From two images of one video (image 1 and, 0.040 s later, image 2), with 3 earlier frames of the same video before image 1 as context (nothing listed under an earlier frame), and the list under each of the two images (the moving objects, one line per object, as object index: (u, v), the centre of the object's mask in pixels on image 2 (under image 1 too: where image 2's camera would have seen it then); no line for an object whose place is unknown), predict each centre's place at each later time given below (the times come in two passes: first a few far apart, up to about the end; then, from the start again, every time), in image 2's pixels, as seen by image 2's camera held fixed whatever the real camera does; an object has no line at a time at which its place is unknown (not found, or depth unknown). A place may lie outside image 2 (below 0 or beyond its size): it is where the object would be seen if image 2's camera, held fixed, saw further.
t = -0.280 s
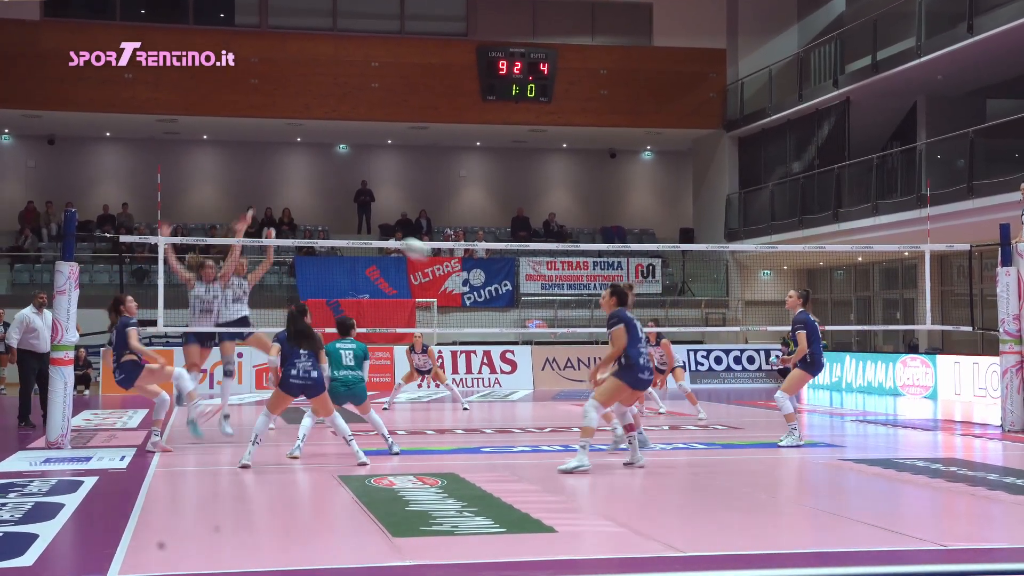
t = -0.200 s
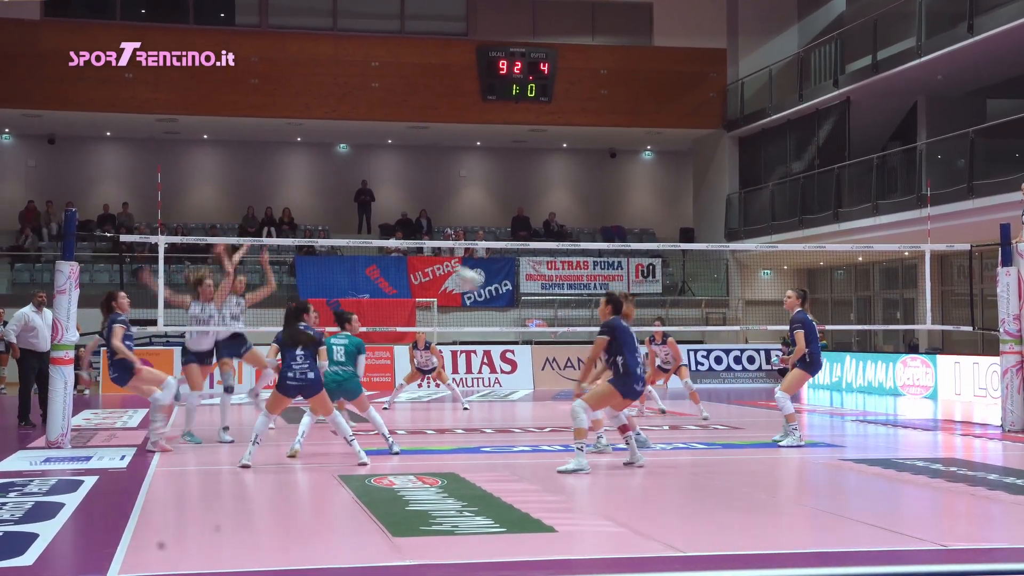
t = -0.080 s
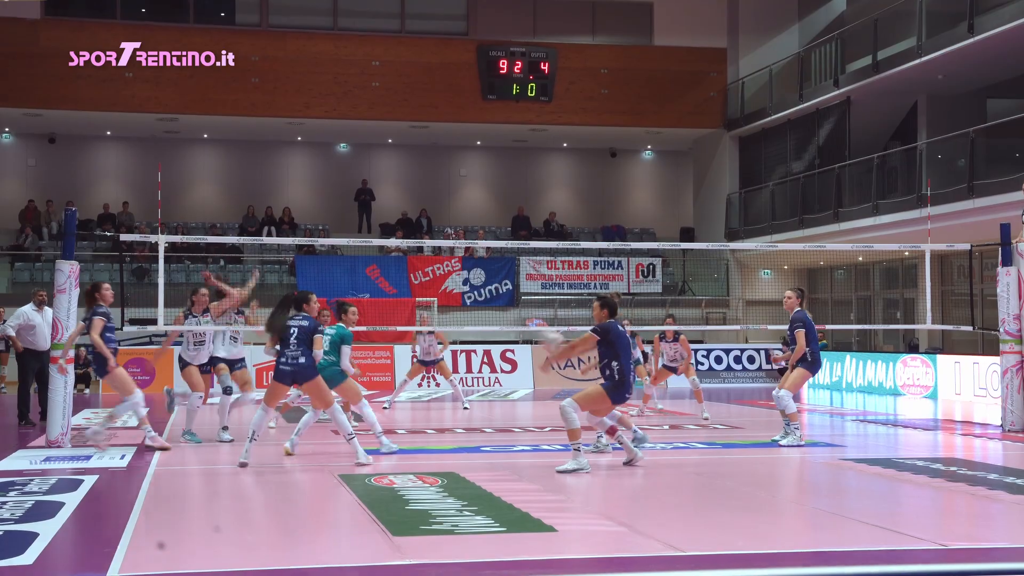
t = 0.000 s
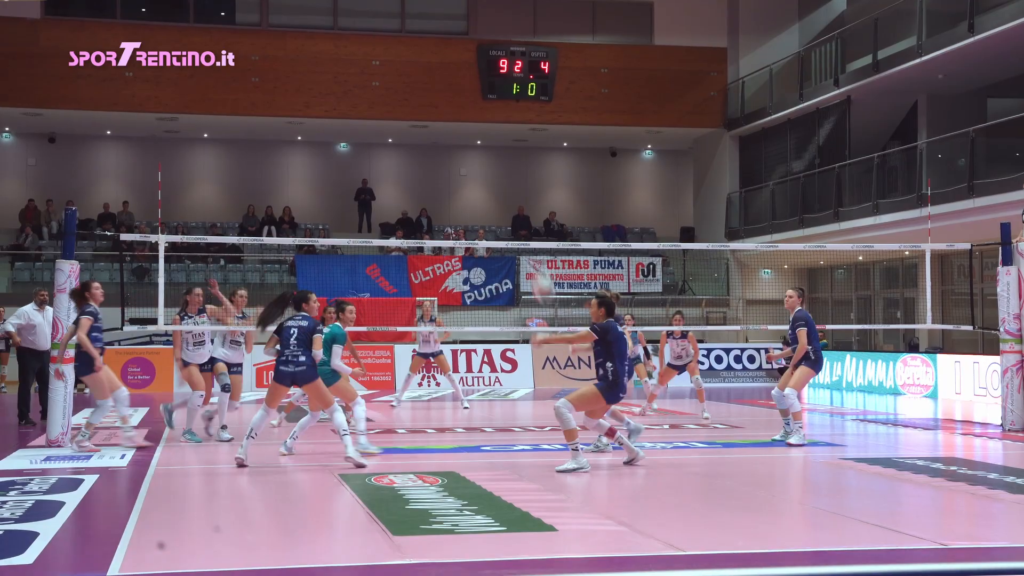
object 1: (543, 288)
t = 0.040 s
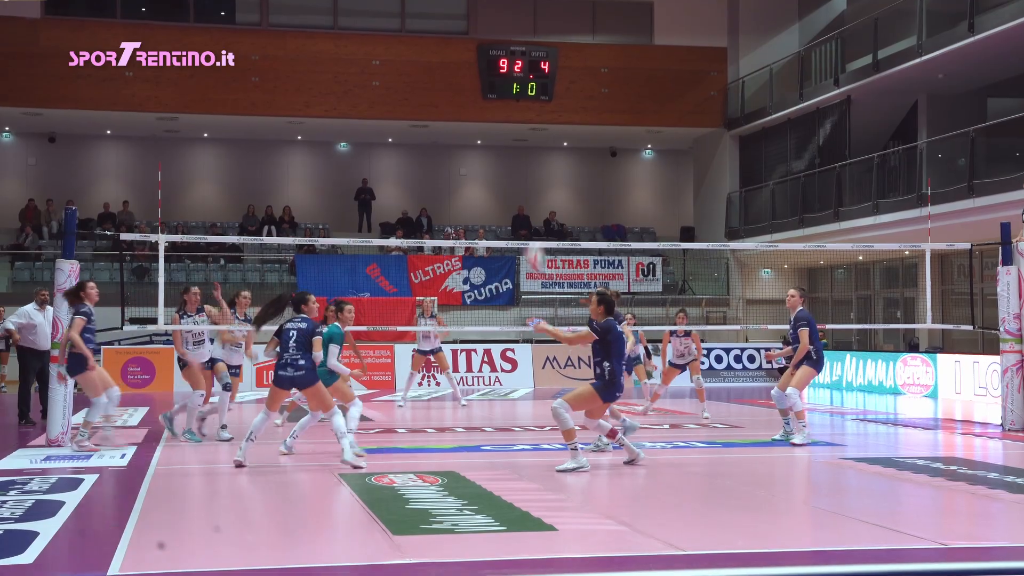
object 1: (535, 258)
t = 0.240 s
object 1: (499, 140)
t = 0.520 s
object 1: (455, 49)
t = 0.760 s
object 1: (419, 35)
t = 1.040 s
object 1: (380, 90)
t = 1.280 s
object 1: (346, 197)
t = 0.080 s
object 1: (528, 228)
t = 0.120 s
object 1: (521, 205)
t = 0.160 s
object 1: (513, 182)
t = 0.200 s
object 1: (506, 161)
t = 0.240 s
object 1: (499, 140)
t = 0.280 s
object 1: (493, 122)
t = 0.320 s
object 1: (486, 106)
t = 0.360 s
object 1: (479, 91)
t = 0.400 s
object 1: (473, 78)
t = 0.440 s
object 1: (467, 67)
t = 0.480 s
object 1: (461, 57)
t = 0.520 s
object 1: (455, 49)
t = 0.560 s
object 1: (449, 43)
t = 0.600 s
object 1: (443, 38)
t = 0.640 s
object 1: (437, 35)
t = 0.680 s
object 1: (431, 33)
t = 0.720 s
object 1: (425, 33)
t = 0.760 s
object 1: (419, 35)
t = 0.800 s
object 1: (414, 38)
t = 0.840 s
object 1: (408, 43)
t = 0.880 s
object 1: (402, 49)
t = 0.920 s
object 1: (397, 57)
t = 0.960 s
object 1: (391, 66)
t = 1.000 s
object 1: (385, 78)
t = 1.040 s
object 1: (380, 90)
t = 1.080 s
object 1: (374, 104)
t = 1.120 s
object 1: (369, 119)
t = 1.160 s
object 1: (363, 136)
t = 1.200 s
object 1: (357, 156)
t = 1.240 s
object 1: (352, 175)
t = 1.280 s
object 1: (346, 197)
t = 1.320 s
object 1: (340, 220)
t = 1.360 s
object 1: (334, 243)
